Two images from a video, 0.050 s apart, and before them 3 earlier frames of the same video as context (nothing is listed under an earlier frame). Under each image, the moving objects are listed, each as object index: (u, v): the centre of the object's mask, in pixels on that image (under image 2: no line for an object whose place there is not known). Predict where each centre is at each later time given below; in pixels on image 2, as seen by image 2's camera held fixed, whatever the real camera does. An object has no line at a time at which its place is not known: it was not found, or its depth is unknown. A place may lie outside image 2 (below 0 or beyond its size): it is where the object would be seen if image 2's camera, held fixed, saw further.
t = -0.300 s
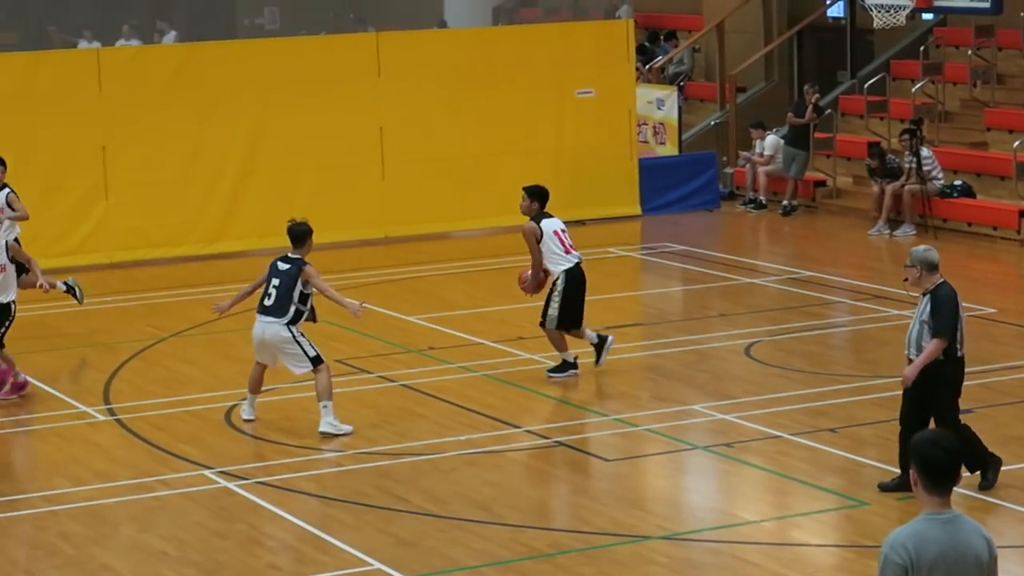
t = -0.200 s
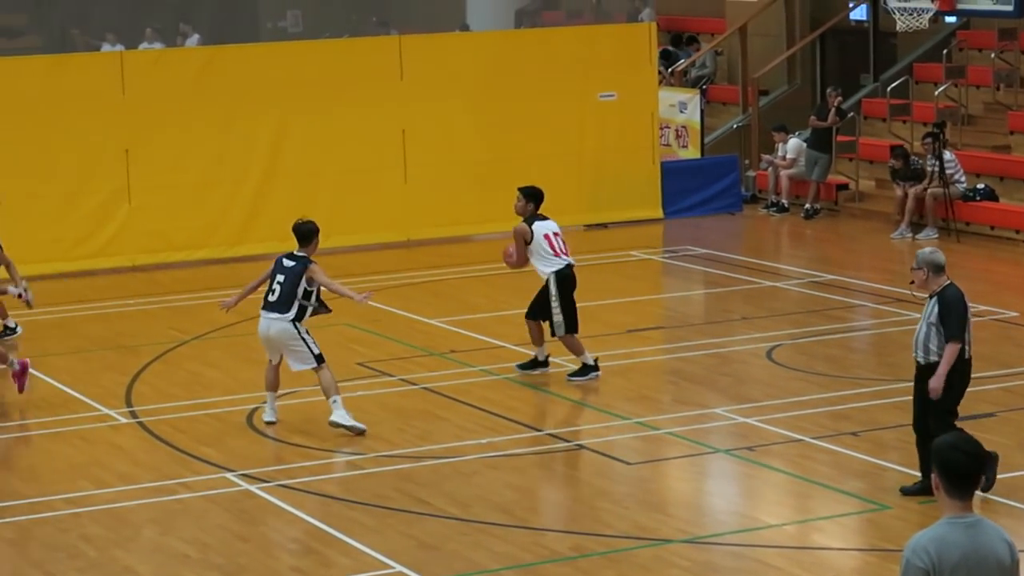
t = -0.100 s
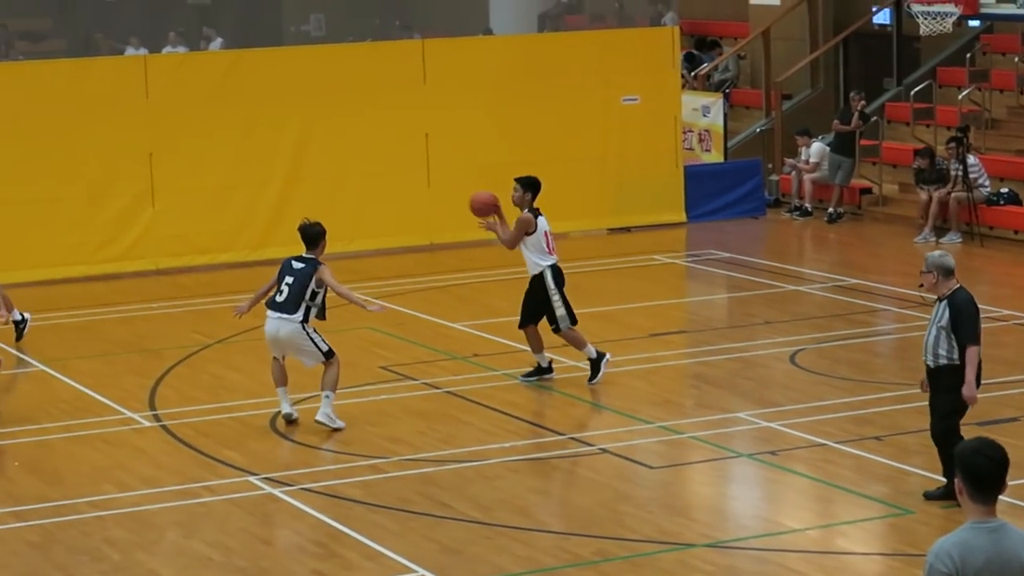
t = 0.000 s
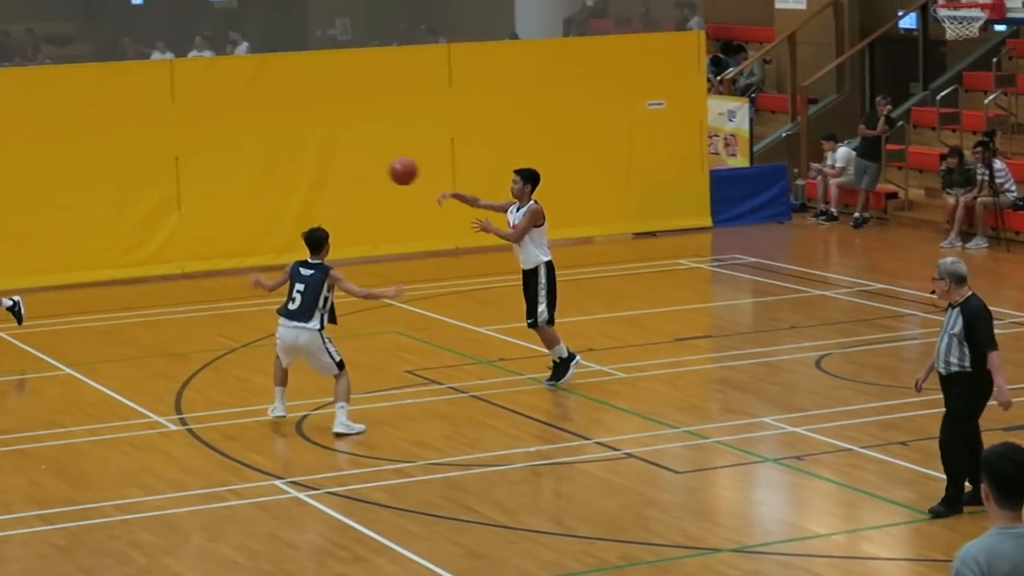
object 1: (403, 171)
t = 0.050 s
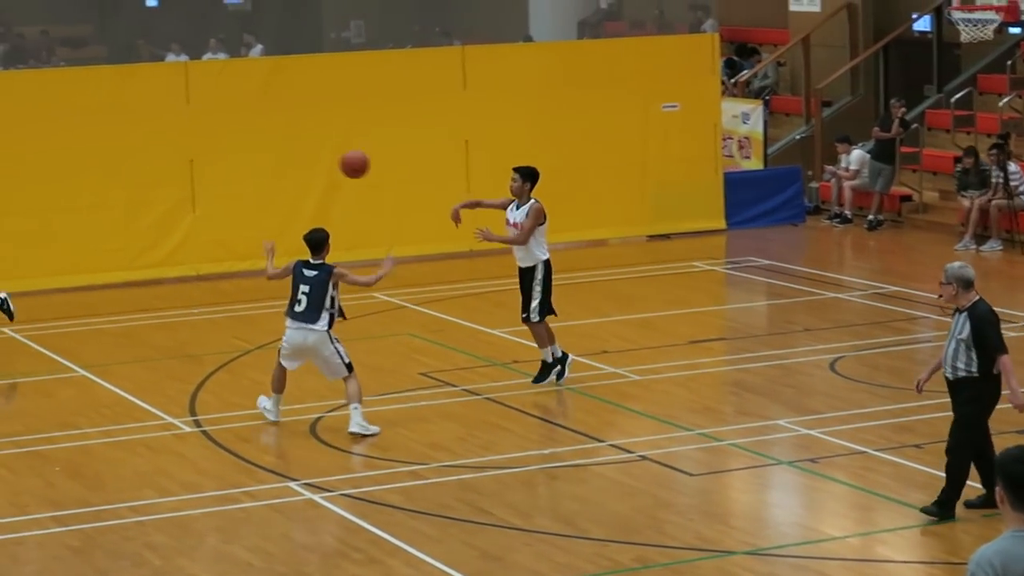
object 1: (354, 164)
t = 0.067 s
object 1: (333, 161)
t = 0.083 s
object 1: (312, 159)
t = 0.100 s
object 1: (290, 157)
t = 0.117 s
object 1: (269, 156)
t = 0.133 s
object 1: (247, 155)
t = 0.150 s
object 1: (225, 154)
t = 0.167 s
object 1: (203, 153)
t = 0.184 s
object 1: (181, 152)
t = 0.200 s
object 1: (159, 151)
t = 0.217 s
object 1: (136, 151)
